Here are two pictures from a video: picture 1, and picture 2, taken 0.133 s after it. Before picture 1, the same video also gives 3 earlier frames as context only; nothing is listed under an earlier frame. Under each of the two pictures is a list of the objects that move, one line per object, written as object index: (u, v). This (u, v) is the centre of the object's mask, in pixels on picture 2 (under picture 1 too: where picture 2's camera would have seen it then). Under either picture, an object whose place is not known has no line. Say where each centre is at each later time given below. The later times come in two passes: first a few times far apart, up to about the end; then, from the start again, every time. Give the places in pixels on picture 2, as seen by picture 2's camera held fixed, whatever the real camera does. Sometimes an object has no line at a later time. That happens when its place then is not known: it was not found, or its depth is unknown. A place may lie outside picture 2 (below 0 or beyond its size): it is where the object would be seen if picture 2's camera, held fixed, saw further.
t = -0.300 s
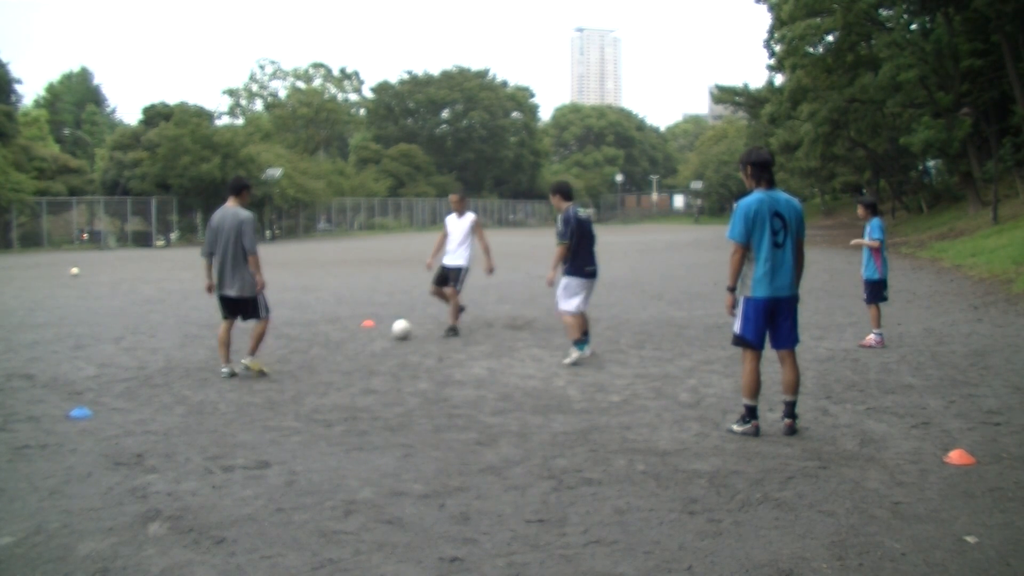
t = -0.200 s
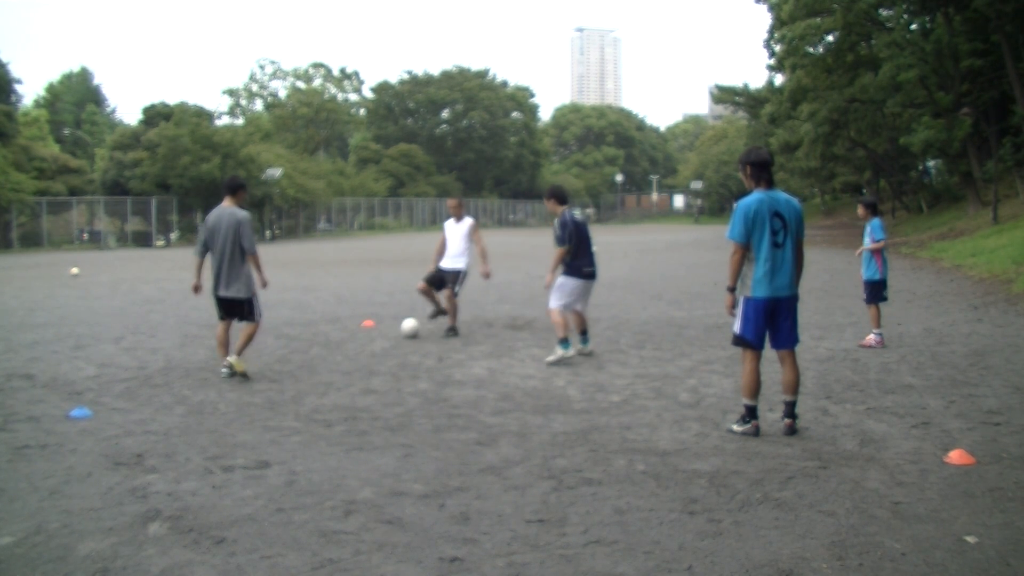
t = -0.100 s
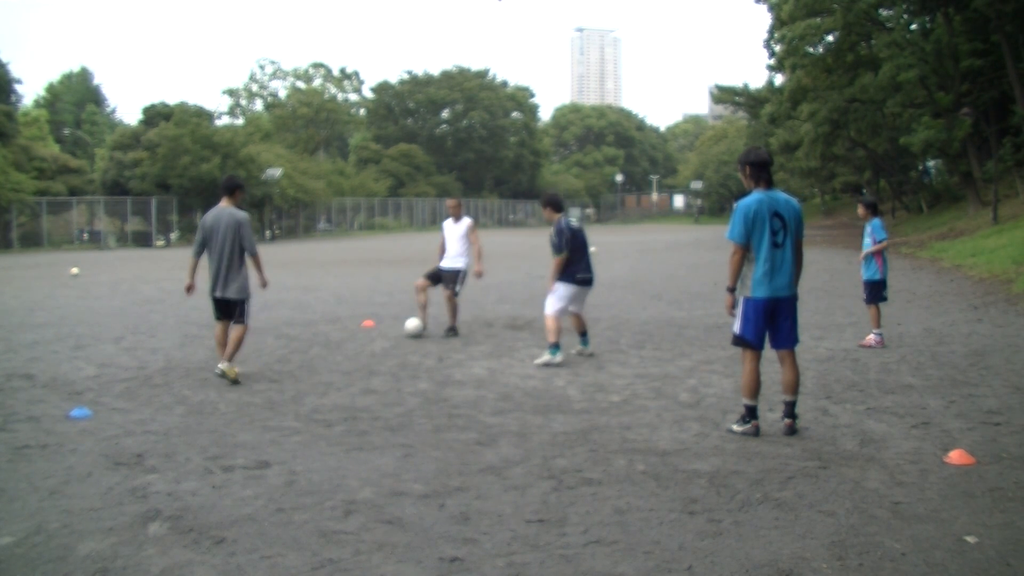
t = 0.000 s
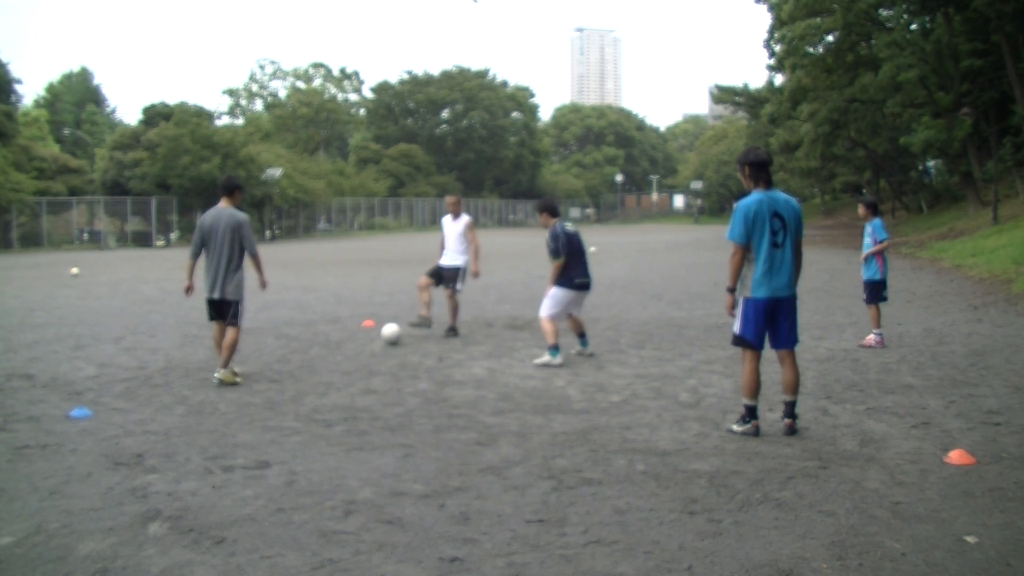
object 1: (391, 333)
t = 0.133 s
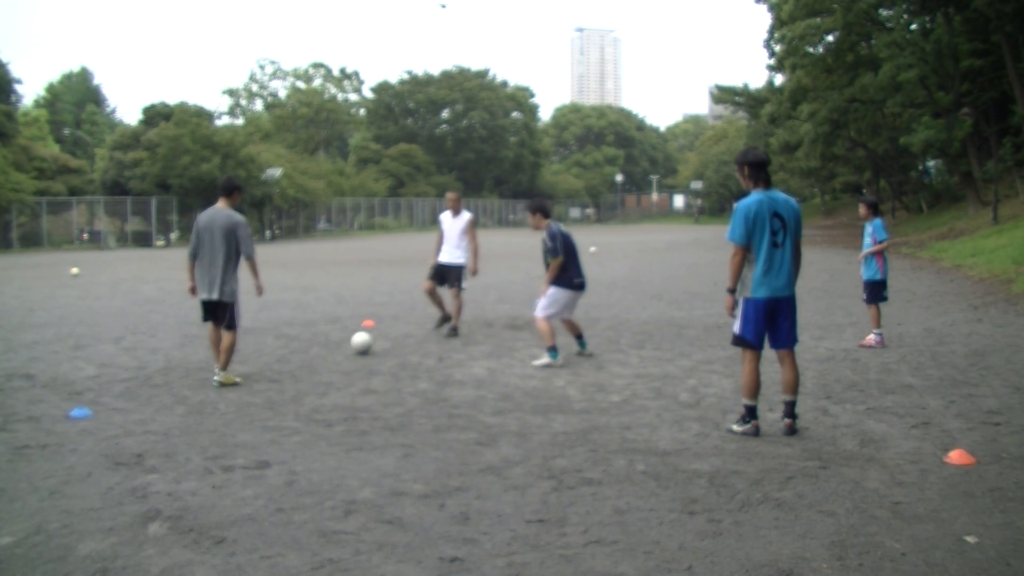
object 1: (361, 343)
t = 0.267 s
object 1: (335, 351)
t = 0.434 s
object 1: (303, 360)
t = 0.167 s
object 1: (354, 345)
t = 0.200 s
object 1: (348, 347)
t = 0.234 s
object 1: (341, 349)
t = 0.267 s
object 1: (335, 351)
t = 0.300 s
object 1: (328, 351)
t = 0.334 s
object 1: (322, 351)
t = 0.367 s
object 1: (316, 353)
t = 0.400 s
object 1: (309, 357)
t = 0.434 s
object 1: (303, 360)
